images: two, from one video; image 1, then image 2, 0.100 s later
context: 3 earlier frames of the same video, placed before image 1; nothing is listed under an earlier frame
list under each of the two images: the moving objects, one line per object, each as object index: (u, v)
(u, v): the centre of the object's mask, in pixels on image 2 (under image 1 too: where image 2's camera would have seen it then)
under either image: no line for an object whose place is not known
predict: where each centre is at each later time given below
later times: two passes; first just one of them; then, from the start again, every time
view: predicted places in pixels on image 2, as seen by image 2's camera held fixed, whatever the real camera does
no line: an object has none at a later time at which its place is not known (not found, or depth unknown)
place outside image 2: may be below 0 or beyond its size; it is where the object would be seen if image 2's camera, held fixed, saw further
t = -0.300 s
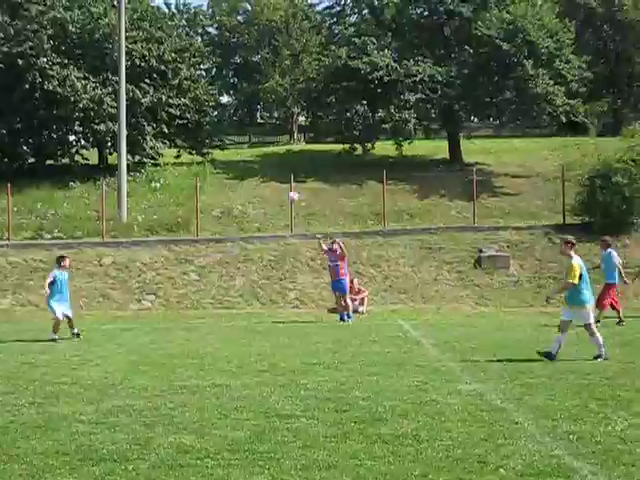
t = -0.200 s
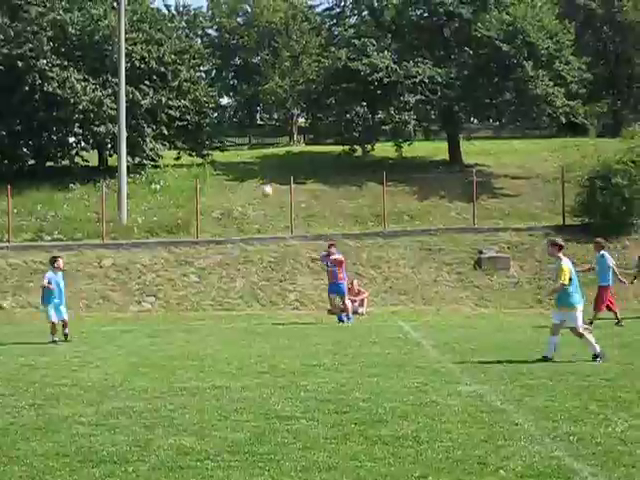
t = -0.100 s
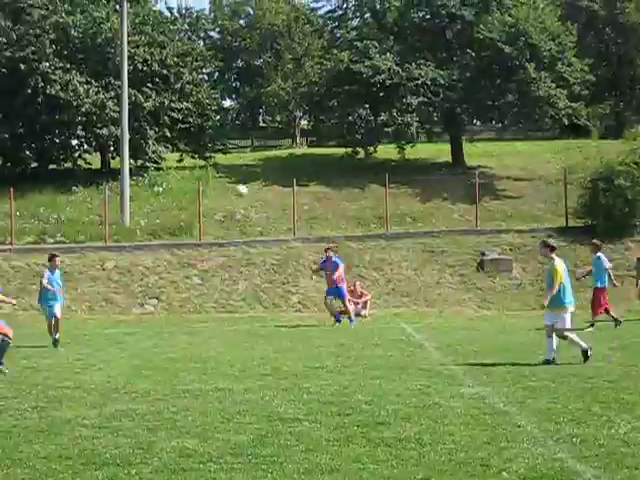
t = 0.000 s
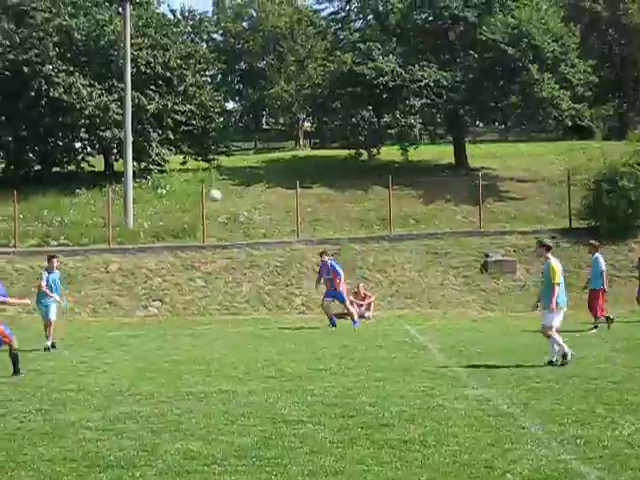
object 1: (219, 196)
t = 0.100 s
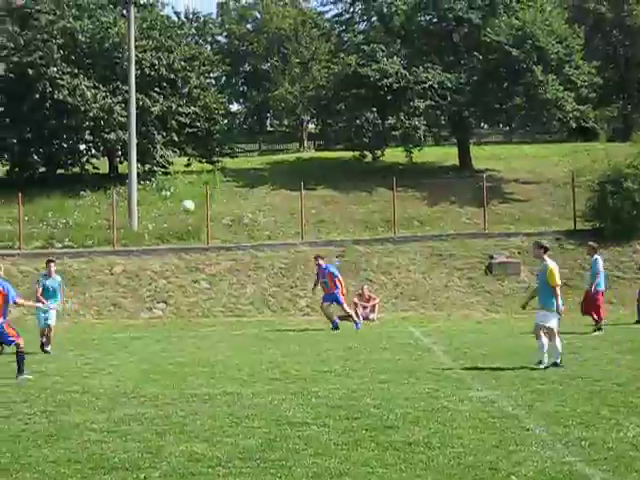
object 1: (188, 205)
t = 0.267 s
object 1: (133, 234)
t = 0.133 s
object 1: (178, 209)
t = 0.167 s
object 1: (167, 214)
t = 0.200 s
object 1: (156, 220)
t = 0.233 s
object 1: (145, 226)
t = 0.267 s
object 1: (133, 234)
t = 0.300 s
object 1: (122, 242)
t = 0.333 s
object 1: (110, 251)
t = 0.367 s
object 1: (97, 262)
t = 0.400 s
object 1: (85, 273)
